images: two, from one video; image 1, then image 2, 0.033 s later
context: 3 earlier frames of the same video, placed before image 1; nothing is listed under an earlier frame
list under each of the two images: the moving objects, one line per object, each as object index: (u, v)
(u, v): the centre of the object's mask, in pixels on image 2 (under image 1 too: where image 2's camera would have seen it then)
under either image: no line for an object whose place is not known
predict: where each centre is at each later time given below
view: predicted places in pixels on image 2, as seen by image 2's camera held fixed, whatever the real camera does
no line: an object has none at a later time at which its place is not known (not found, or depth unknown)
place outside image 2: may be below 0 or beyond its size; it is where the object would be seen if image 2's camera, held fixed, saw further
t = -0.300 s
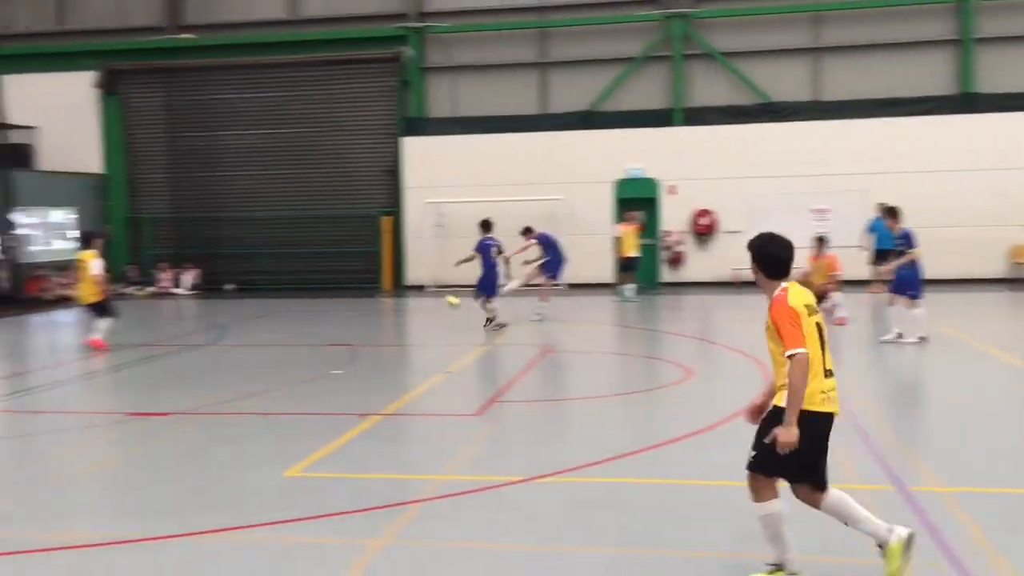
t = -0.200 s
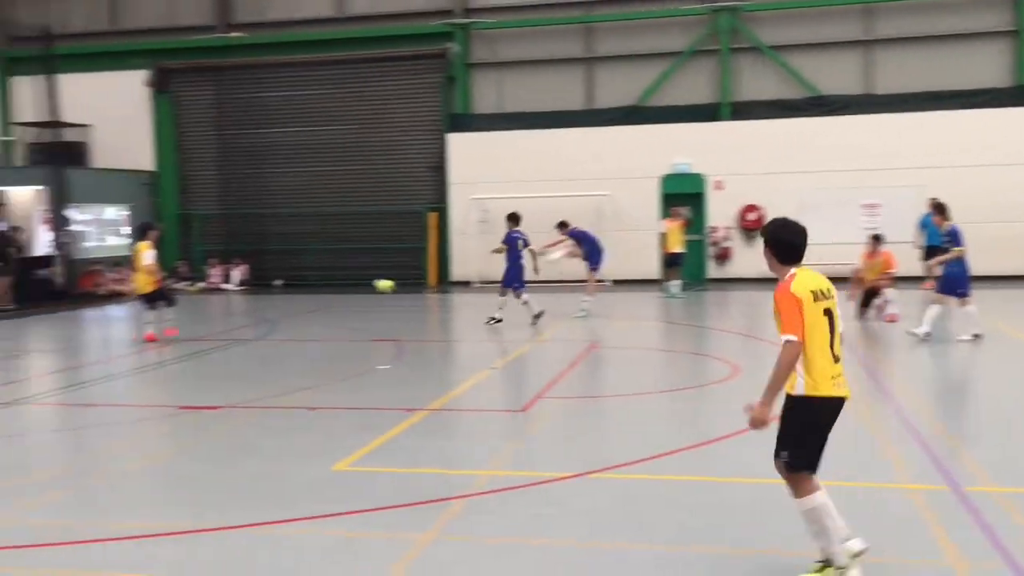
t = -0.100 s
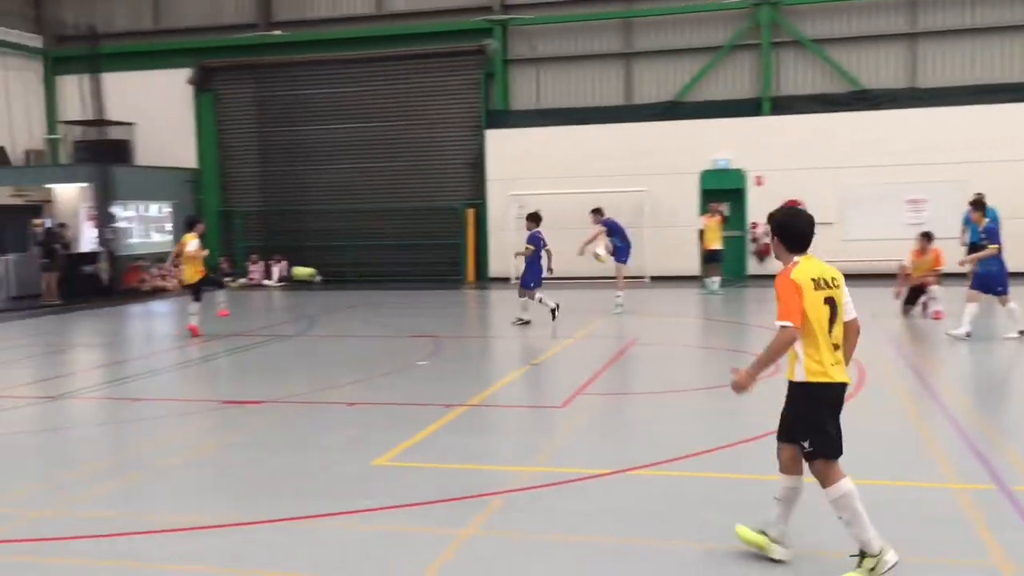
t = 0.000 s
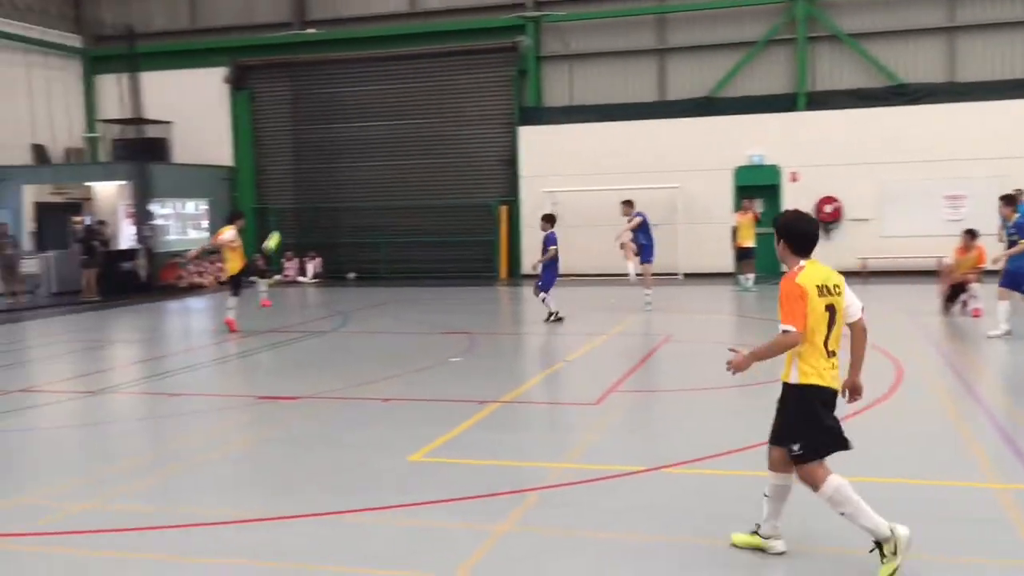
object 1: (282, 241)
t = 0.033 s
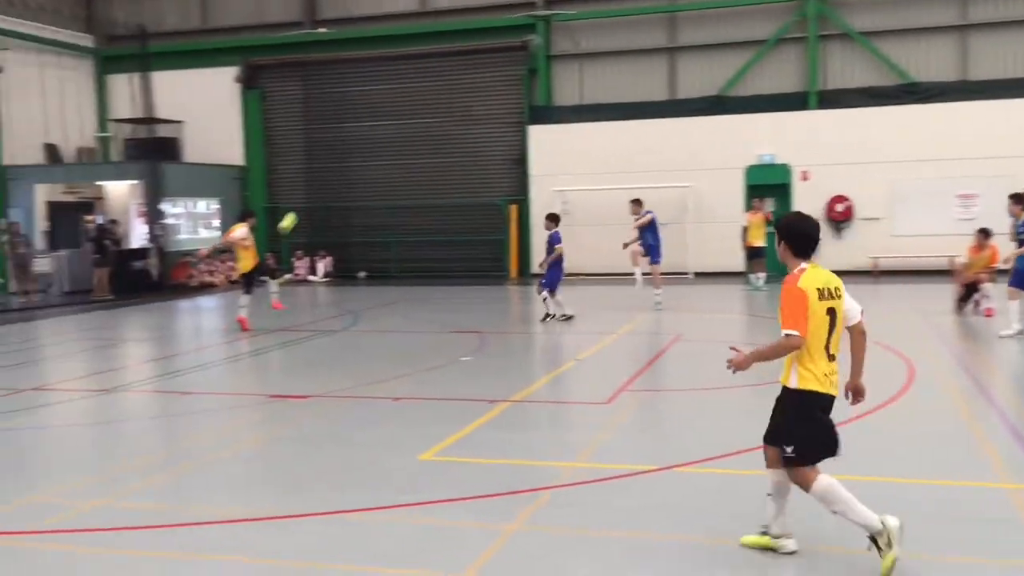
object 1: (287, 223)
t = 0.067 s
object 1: (293, 204)
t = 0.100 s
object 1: (297, 188)
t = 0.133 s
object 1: (302, 173)
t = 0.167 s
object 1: (307, 158)
